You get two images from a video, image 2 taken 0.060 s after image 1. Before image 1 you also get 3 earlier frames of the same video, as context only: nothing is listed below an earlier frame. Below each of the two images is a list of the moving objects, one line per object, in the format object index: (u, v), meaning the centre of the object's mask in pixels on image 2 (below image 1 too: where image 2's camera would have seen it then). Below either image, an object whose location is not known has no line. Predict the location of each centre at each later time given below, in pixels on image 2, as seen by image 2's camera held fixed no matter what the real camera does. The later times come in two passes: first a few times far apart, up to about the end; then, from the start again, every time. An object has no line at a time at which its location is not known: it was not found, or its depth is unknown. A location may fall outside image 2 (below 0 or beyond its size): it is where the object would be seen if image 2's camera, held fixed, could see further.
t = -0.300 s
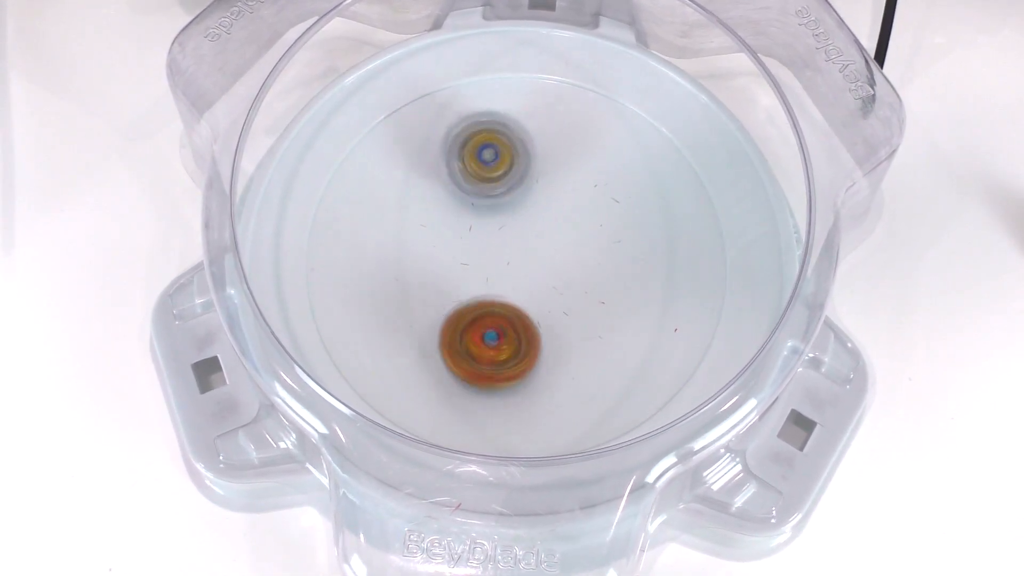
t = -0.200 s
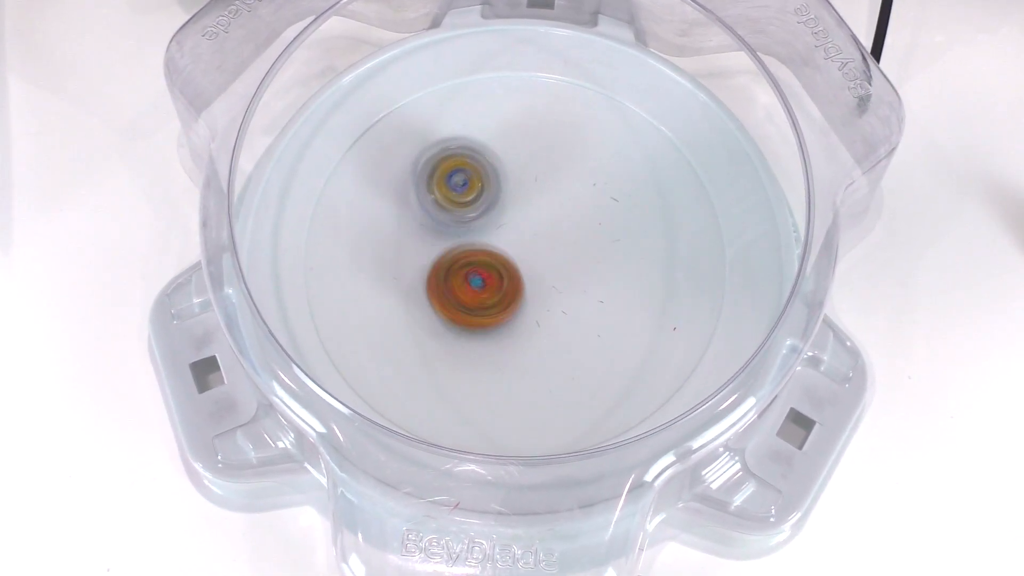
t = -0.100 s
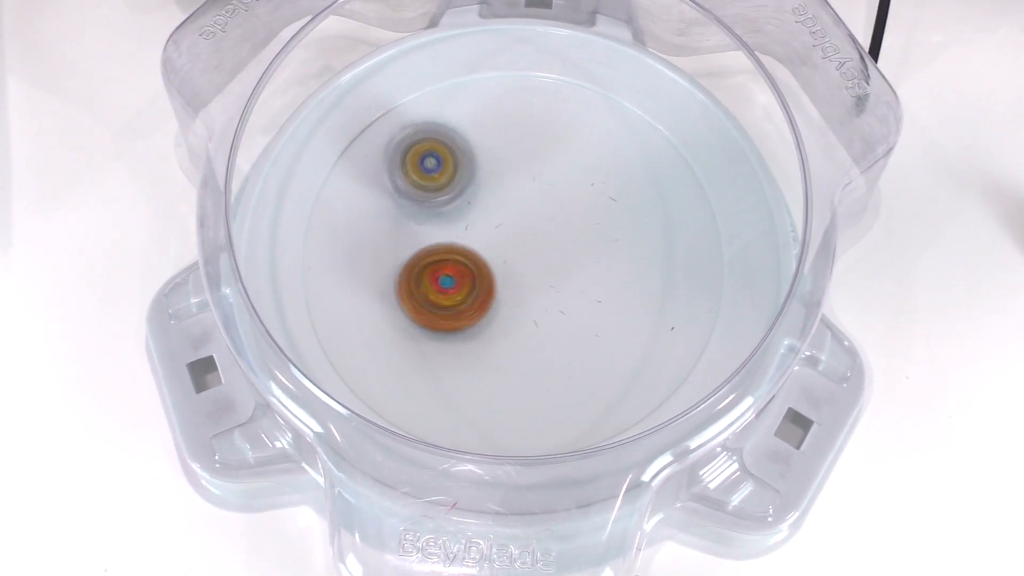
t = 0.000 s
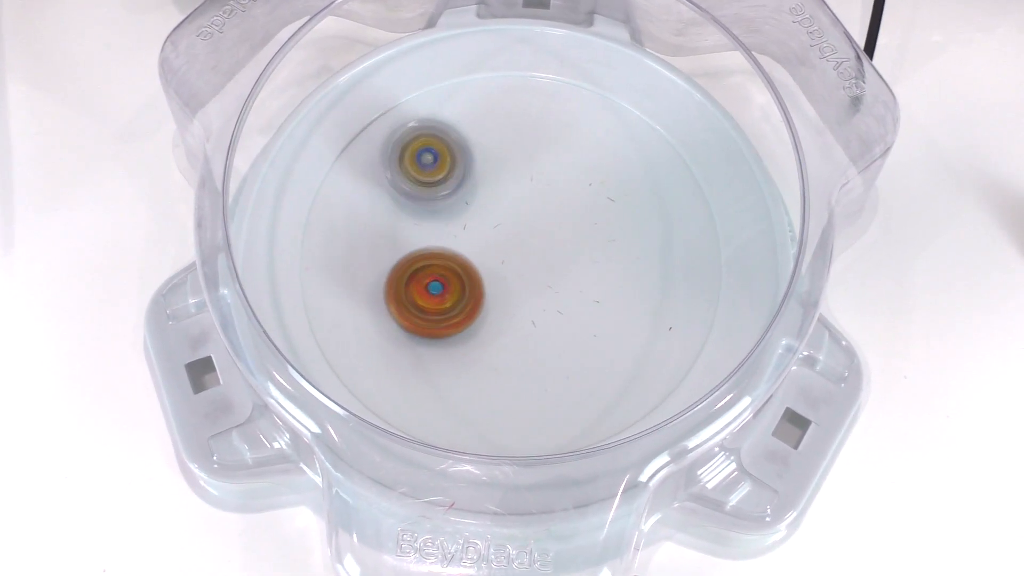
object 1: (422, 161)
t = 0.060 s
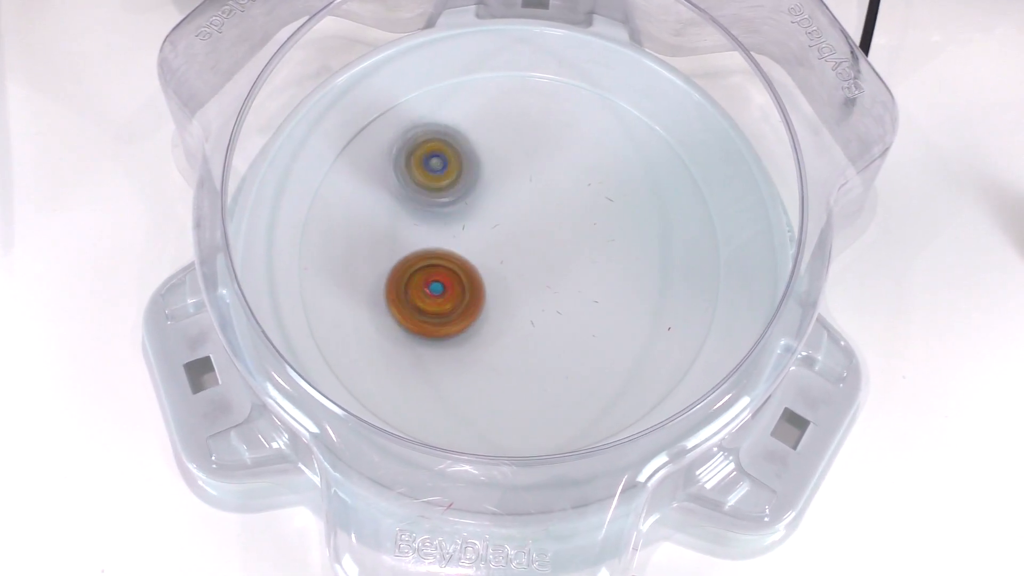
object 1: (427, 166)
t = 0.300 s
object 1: (472, 186)
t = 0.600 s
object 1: (506, 161)
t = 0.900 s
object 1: (525, 160)
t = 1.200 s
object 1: (481, 172)
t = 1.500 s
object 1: (451, 239)
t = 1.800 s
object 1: (421, 243)
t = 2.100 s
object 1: (419, 273)
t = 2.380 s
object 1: (468, 302)
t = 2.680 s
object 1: (530, 335)
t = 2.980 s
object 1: (562, 325)
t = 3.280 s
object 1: (562, 279)
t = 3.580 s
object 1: (550, 257)
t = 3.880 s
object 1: (547, 239)
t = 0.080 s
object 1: (430, 168)
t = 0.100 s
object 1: (435, 174)
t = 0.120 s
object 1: (438, 178)
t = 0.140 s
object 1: (443, 185)
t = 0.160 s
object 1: (446, 192)
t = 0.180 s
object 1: (450, 193)
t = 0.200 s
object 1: (453, 190)
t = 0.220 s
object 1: (456, 189)
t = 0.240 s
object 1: (459, 184)
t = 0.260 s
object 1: (464, 186)
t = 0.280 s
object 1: (469, 185)
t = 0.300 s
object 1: (472, 186)
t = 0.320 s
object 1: (479, 188)
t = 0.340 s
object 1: (483, 192)
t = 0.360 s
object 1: (489, 194)
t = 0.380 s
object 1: (494, 198)
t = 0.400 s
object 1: (499, 201)
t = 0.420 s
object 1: (504, 205)
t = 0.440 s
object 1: (507, 207)
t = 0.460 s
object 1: (509, 204)
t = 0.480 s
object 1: (512, 202)
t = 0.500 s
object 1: (515, 199)
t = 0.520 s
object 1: (514, 199)
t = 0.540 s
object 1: (510, 186)
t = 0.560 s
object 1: (507, 176)
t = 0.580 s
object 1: (506, 166)
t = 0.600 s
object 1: (506, 161)
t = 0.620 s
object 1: (506, 156)
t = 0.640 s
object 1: (505, 148)
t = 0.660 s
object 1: (510, 145)
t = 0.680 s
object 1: (510, 143)
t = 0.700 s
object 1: (511, 140)
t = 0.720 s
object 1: (514, 139)
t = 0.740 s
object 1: (514, 136)
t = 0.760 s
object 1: (518, 136)
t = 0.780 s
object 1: (521, 138)
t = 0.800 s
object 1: (521, 140)
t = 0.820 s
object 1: (522, 143)
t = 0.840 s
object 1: (525, 147)
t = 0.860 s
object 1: (526, 151)
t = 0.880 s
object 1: (525, 156)
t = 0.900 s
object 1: (525, 160)
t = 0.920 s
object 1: (526, 165)
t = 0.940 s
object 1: (526, 171)
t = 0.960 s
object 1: (524, 174)
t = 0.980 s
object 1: (519, 173)
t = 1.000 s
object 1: (513, 171)
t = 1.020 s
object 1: (507, 167)
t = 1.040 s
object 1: (504, 168)
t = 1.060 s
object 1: (497, 168)
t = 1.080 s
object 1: (497, 167)
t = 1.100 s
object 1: (492, 167)
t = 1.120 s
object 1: (487, 167)
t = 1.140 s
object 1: (486, 167)
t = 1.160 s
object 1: (485, 168)
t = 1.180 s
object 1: (484, 170)
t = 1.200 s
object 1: (481, 172)
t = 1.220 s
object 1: (477, 176)
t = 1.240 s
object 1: (476, 178)
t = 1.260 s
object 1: (472, 181)
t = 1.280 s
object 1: (471, 185)
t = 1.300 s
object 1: (469, 188)
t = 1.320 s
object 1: (467, 193)
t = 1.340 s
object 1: (464, 197)
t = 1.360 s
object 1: (463, 201)
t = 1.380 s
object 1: (460, 208)
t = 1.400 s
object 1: (457, 213)
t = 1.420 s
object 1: (457, 218)
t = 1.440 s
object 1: (457, 223)
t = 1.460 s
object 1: (454, 229)
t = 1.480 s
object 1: (455, 235)
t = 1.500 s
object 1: (451, 239)
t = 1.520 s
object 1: (447, 239)
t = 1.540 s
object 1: (442, 238)
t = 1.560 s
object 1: (437, 239)
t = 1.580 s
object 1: (435, 242)
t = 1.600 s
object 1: (434, 241)
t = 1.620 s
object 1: (431, 243)
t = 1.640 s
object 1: (432, 243)
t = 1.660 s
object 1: (431, 243)
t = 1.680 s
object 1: (429, 246)
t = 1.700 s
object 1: (425, 245)
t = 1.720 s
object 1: (422, 242)
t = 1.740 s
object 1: (418, 244)
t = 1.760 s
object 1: (421, 243)
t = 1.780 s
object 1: (419, 242)
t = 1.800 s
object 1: (421, 243)
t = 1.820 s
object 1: (423, 243)
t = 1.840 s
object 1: (423, 244)
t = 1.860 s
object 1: (425, 245)
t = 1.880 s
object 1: (429, 245)
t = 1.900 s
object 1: (431, 244)
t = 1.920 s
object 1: (433, 244)
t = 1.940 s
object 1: (439, 245)
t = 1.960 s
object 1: (437, 250)
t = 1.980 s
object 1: (431, 255)
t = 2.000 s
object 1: (424, 258)
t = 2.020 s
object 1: (421, 264)
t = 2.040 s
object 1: (419, 268)
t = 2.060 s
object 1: (418, 268)
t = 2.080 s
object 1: (419, 272)
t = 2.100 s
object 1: (419, 273)
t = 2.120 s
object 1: (417, 274)
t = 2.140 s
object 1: (417, 280)
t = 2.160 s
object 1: (419, 282)
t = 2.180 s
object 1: (424, 282)
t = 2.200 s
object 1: (426, 286)
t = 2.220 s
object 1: (432, 287)
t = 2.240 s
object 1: (438, 288)
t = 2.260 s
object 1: (441, 291)
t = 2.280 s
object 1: (444, 294)
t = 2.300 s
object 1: (451, 295)
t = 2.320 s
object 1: (455, 298)
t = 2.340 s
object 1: (457, 298)
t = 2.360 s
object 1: (465, 299)
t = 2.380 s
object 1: (468, 302)
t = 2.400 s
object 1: (472, 301)
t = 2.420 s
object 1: (480, 303)
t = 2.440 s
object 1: (482, 311)
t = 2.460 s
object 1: (488, 315)
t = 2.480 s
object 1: (493, 321)
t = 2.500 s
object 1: (494, 324)
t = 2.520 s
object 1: (500, 327)
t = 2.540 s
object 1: (503, 331)
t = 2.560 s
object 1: (508, 332)
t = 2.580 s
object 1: (511, 335)
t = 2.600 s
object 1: (513, 335)
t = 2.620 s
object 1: (521, 336)
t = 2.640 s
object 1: (522, 338)
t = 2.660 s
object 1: (525, 336)
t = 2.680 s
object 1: (530, 335)
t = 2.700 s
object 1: (531, 333)
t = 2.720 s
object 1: (536, 331)
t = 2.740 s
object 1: (537, 331)
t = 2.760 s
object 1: (542, 332)
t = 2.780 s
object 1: (548, 334)
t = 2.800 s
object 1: (553, 336)
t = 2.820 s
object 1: (558, 336)
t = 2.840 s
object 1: (558, 335)
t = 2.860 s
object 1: (560, 335)
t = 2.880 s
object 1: (561, 336)
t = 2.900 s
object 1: (562, 333)
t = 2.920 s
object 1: (561, 332)
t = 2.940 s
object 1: (561, 330)
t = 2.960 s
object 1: (563, 329)
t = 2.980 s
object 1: (562, 325)
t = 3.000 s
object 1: (563, 322)
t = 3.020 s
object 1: (562, 320)
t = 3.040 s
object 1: (563, 315)
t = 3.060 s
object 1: (560, 310)
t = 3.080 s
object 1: (559, 305)
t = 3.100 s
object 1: (556, 302)
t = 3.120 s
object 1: (555, 297)
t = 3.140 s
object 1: (553, 293)
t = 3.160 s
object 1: (553, 289)
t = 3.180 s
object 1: (557, 285)
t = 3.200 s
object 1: (556, 285)
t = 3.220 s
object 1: (559, 285)
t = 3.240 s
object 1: (560, 286)
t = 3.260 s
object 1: (563, 281)
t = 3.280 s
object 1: (562, 279)
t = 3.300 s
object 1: (560, 277)
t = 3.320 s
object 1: (560, 275)
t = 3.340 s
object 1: (556, 274)
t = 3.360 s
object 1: (554, 273)
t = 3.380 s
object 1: (553, 276)
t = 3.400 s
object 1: (555, 274)
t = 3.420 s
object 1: (552, 274)
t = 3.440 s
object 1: (551, 272)
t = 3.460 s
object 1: (548, 271)
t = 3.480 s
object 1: (548, 267)
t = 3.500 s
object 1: (548, 266)
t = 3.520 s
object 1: (553, 264)
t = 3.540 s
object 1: (552, 264)
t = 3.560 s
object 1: (554, 260)
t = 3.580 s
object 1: (550, 257)
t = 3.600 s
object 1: (547, 256)
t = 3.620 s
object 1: (546, 259)
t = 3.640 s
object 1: (542, 256)
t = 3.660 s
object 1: (540, 254)
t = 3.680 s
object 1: (539, 252)
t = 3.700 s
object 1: (540, 253)
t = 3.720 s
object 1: (542, 249)
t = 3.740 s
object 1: (540, 248)
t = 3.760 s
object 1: (539, 246)
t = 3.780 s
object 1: (540, 249)
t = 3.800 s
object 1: (545, 245)
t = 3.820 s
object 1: (544, 242)
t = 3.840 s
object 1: (547, 242)
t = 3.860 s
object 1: (546, 241)
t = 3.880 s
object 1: (547, 239)
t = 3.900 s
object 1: (548, 236)
